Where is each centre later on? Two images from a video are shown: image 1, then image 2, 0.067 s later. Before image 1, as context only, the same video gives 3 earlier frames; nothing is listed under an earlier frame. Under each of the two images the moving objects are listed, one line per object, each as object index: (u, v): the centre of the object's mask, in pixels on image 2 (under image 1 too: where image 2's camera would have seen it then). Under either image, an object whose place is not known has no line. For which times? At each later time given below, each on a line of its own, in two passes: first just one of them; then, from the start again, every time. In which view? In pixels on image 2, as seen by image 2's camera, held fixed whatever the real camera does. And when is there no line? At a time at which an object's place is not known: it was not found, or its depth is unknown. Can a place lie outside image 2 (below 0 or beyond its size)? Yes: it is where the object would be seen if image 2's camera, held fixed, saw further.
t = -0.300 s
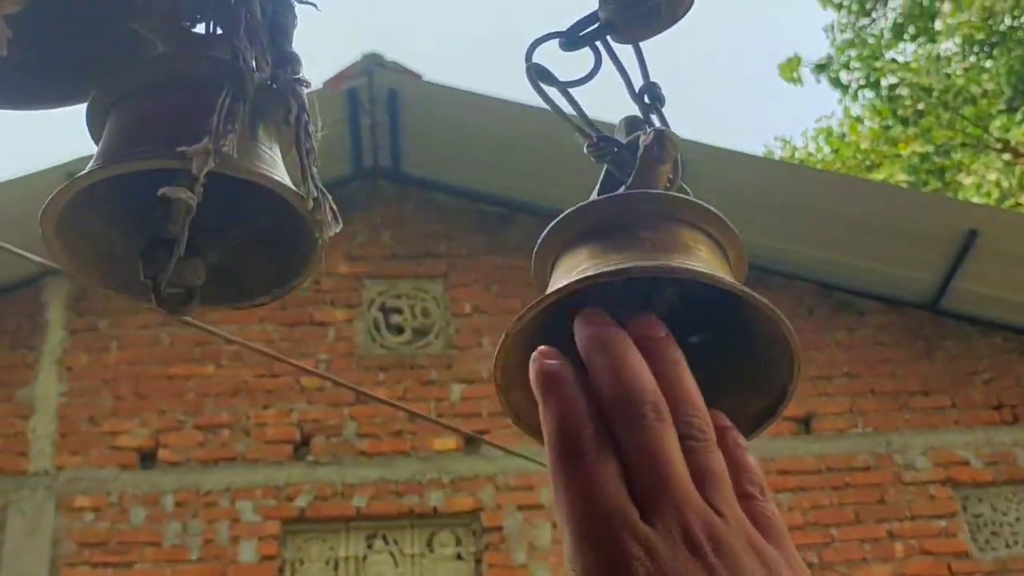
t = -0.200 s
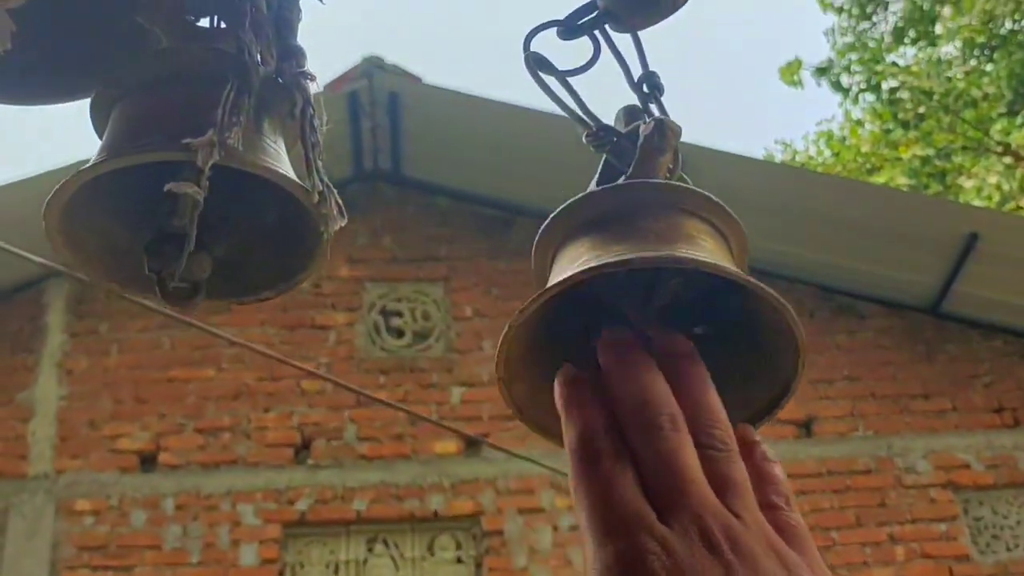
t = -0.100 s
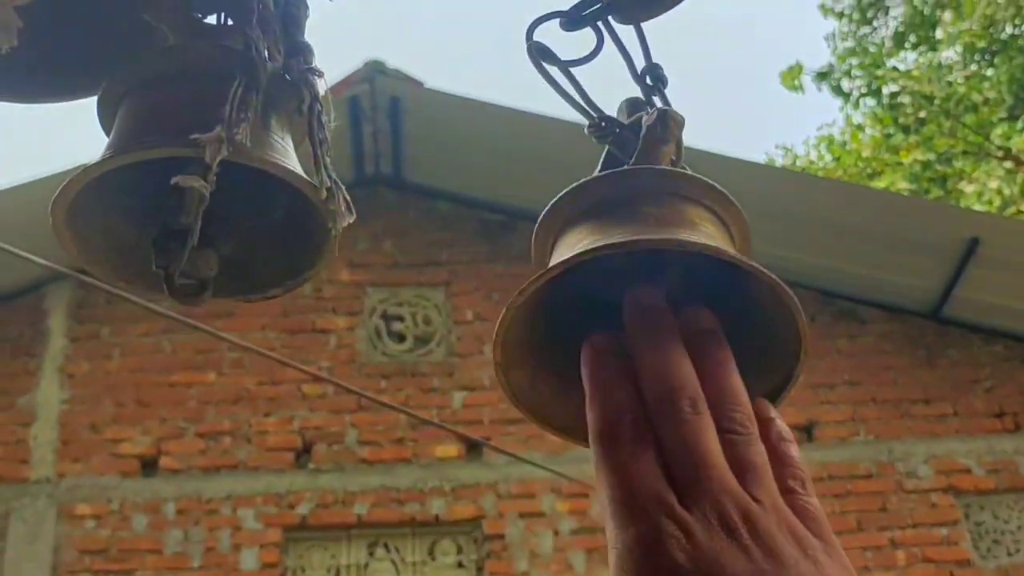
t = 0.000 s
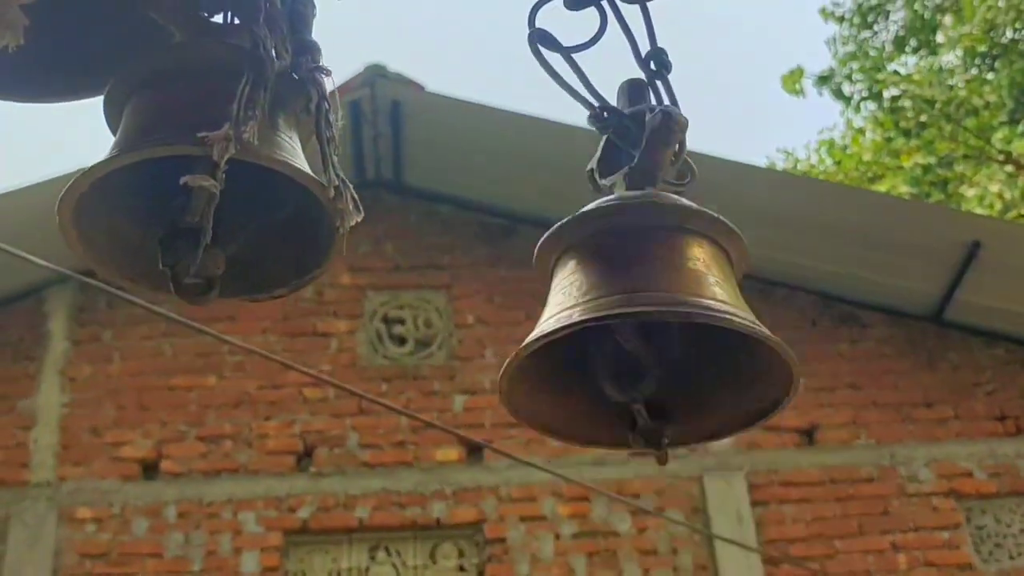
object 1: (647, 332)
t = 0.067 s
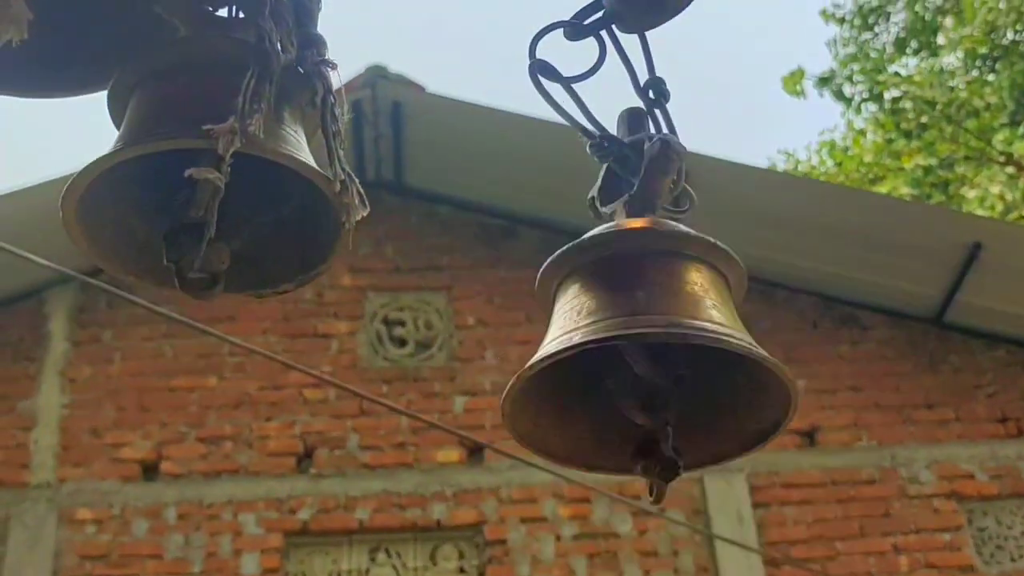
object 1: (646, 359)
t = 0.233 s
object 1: (627, 383)
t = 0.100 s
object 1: (644, 367)
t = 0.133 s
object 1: (638, 364)
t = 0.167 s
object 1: (633, 364)
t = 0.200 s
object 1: (629, 373)
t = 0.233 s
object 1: (627, 383)
